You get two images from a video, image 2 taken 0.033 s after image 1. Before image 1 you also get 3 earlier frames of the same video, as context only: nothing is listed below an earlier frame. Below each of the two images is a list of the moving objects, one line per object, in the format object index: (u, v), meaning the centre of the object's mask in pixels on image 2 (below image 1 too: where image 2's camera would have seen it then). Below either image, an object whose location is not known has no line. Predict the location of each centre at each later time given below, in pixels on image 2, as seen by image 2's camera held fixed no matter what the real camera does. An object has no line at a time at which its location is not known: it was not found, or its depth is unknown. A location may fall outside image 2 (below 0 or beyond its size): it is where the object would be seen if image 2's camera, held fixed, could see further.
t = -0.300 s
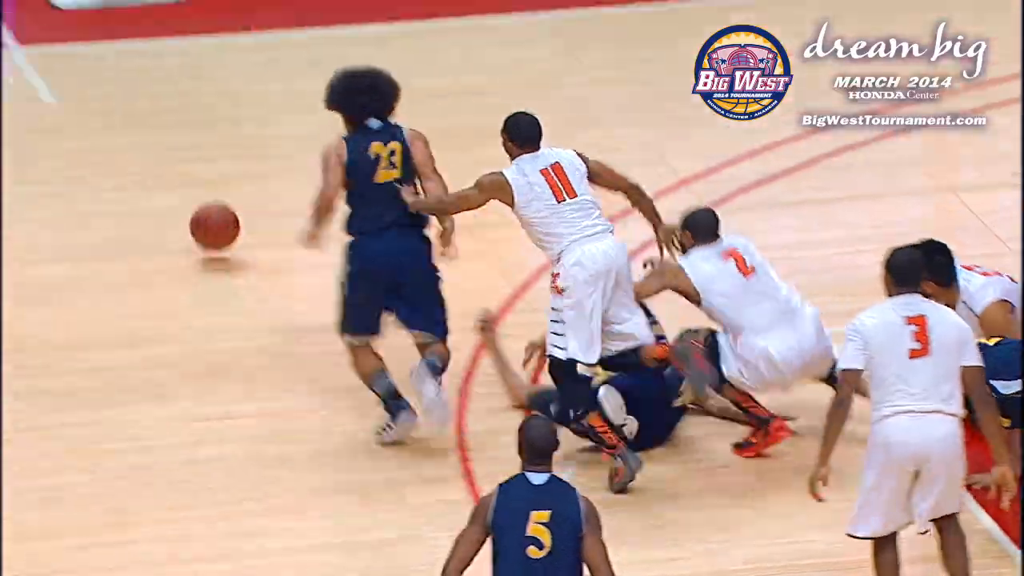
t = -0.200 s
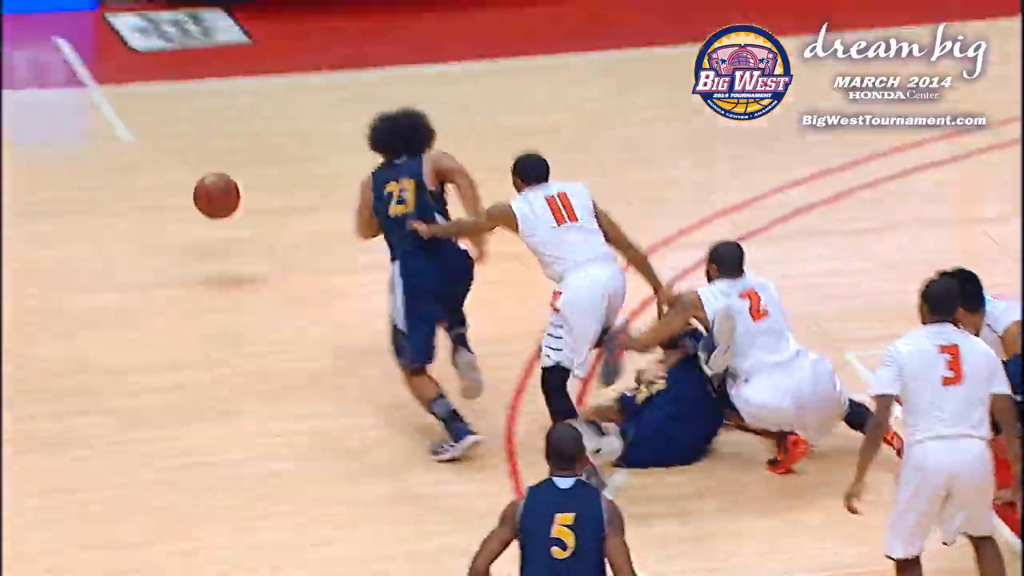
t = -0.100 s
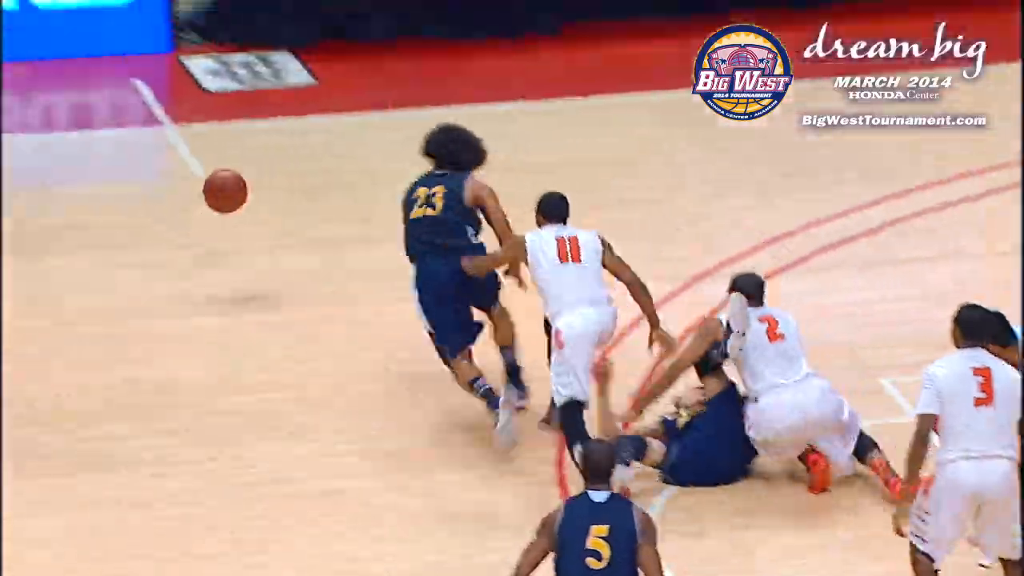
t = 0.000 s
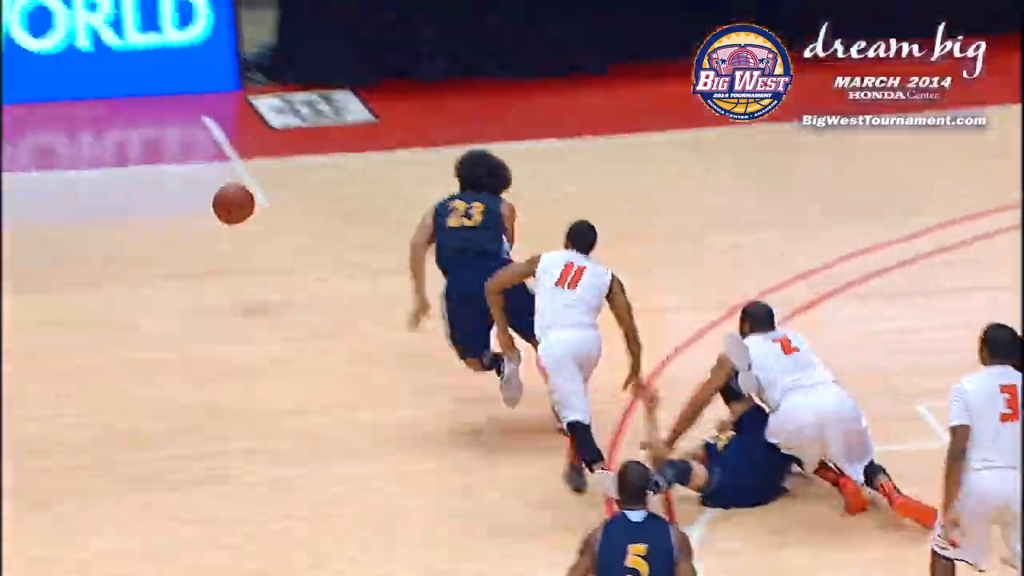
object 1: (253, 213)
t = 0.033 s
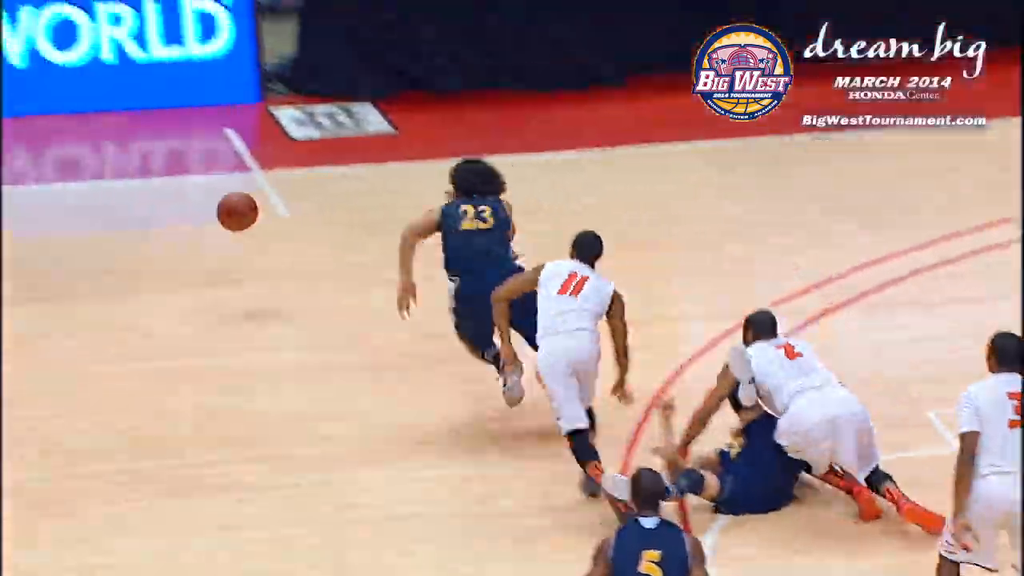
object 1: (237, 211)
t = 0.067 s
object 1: (221, 210)
